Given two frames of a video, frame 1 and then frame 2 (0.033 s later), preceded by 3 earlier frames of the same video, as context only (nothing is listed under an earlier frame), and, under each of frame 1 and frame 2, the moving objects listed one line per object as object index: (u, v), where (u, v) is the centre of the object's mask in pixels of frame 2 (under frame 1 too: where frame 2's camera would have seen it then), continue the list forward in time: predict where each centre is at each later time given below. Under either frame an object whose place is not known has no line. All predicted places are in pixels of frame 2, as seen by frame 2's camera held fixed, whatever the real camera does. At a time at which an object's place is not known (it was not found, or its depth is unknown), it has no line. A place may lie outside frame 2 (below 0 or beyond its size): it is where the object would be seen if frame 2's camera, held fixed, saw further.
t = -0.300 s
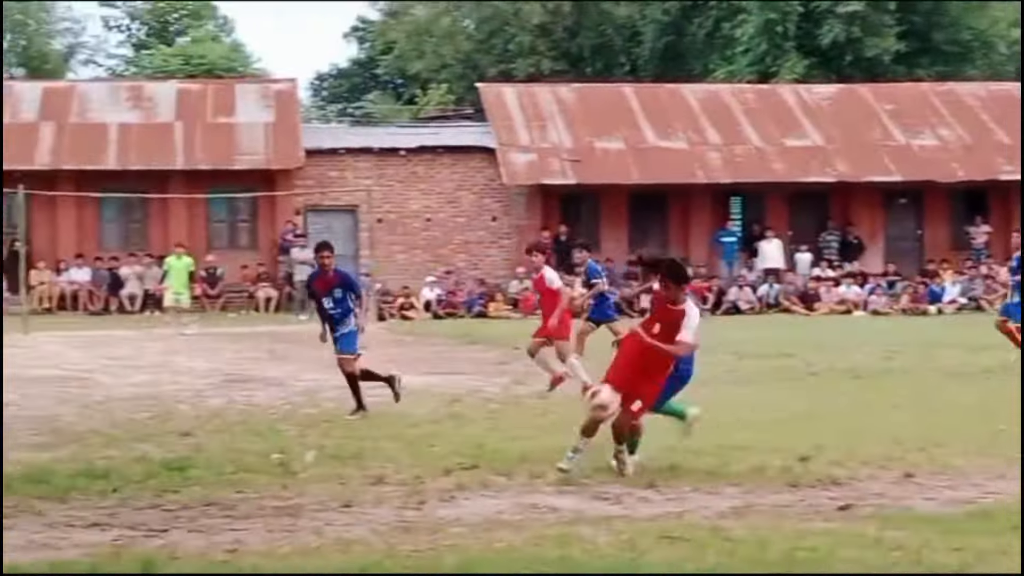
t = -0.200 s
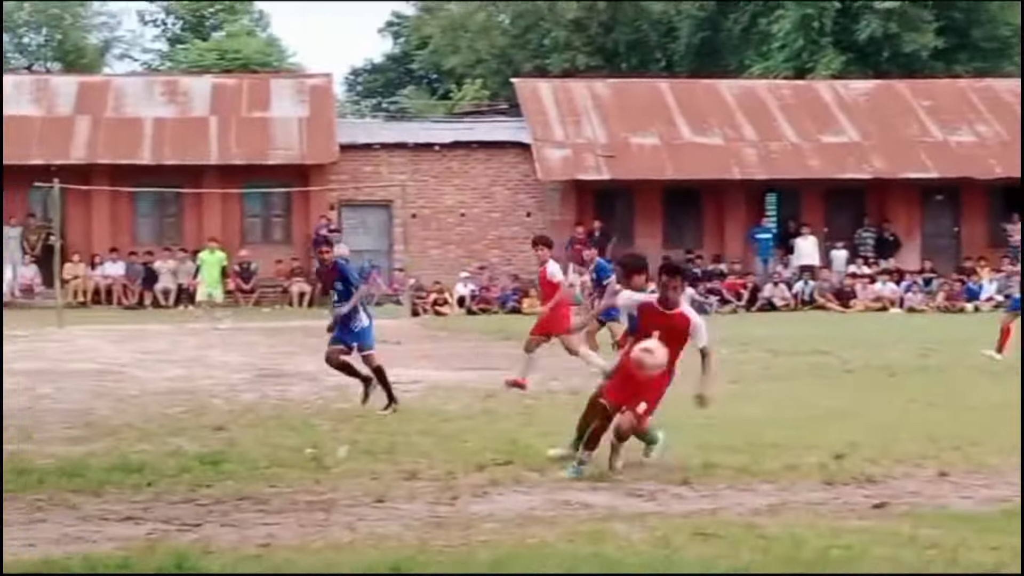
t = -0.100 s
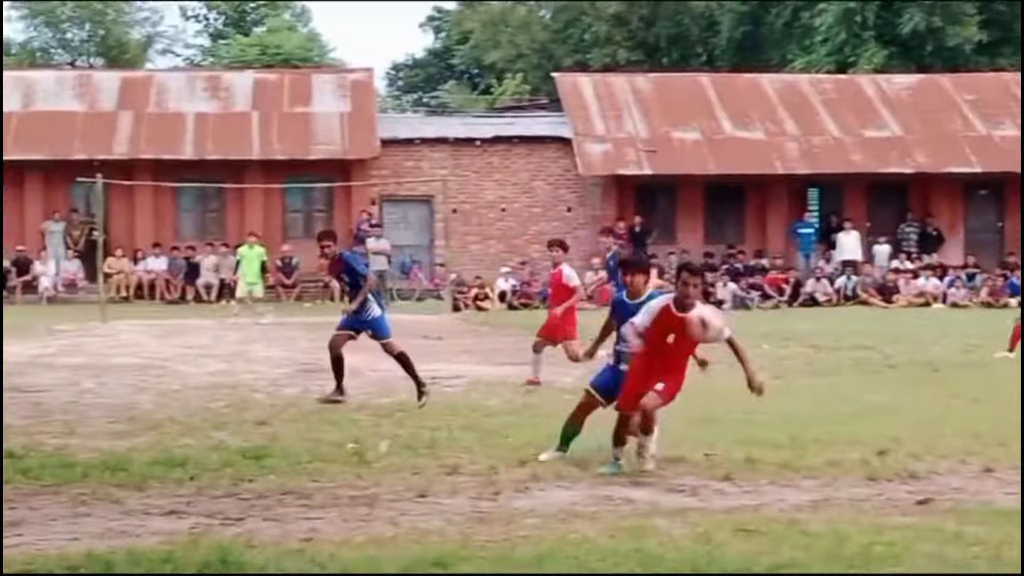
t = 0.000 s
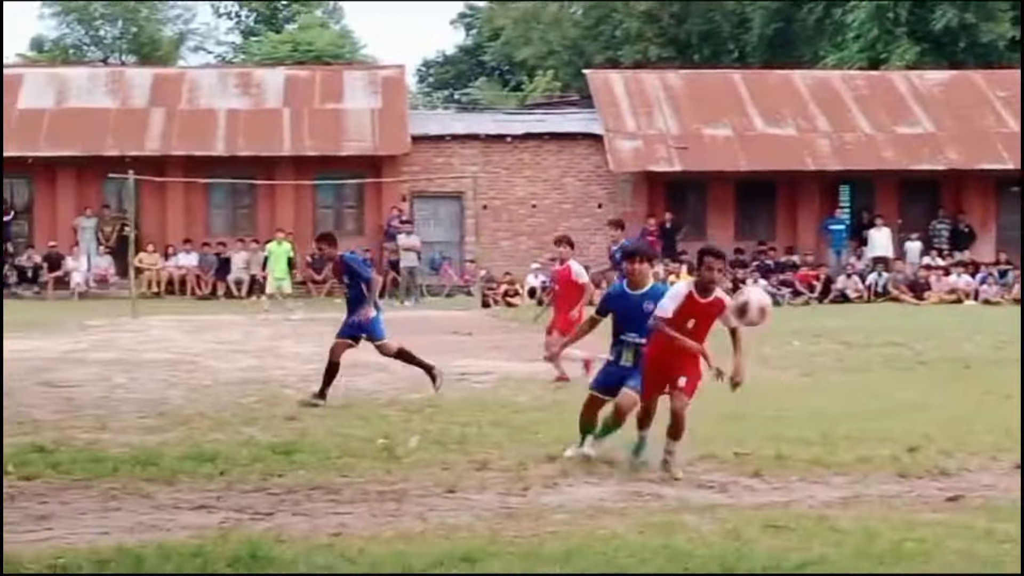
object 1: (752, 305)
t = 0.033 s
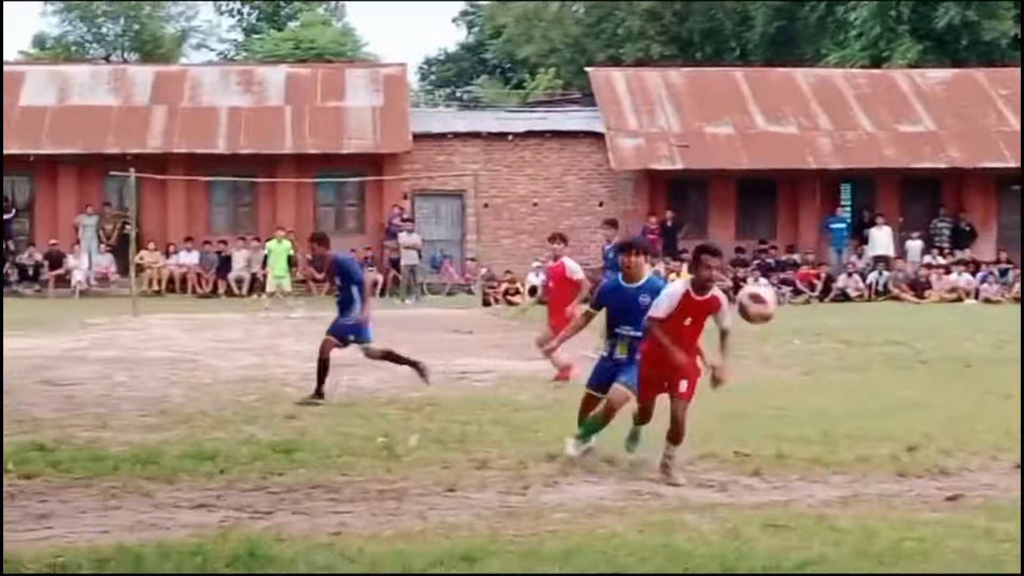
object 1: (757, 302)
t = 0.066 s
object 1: (765, 302)
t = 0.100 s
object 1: (768, 306)
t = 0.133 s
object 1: (775, 310)
